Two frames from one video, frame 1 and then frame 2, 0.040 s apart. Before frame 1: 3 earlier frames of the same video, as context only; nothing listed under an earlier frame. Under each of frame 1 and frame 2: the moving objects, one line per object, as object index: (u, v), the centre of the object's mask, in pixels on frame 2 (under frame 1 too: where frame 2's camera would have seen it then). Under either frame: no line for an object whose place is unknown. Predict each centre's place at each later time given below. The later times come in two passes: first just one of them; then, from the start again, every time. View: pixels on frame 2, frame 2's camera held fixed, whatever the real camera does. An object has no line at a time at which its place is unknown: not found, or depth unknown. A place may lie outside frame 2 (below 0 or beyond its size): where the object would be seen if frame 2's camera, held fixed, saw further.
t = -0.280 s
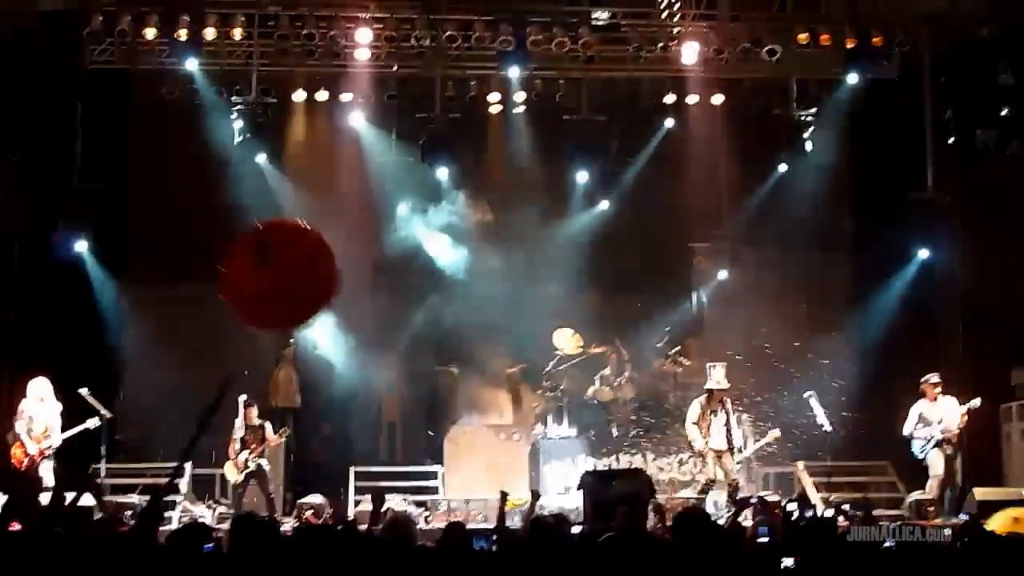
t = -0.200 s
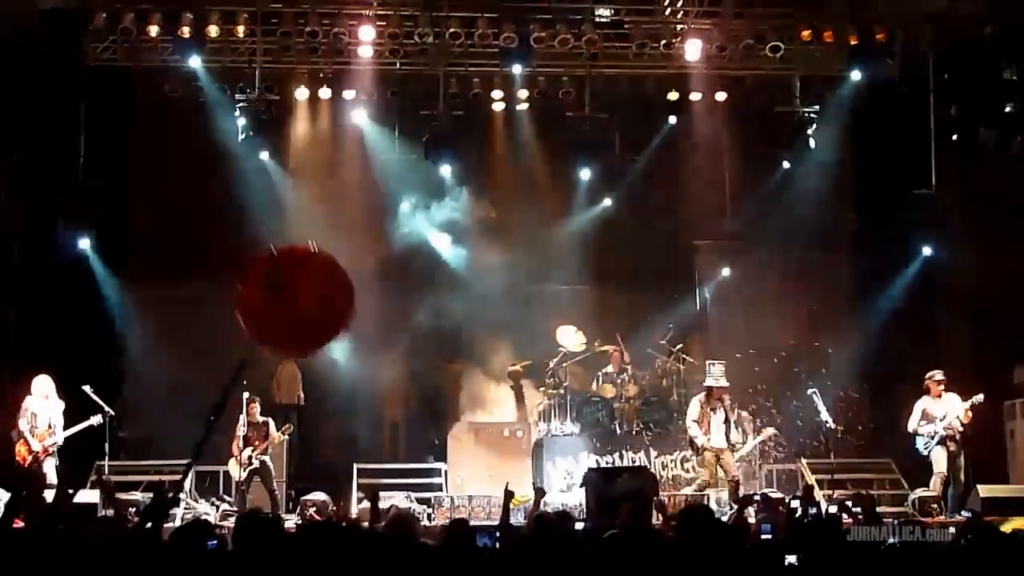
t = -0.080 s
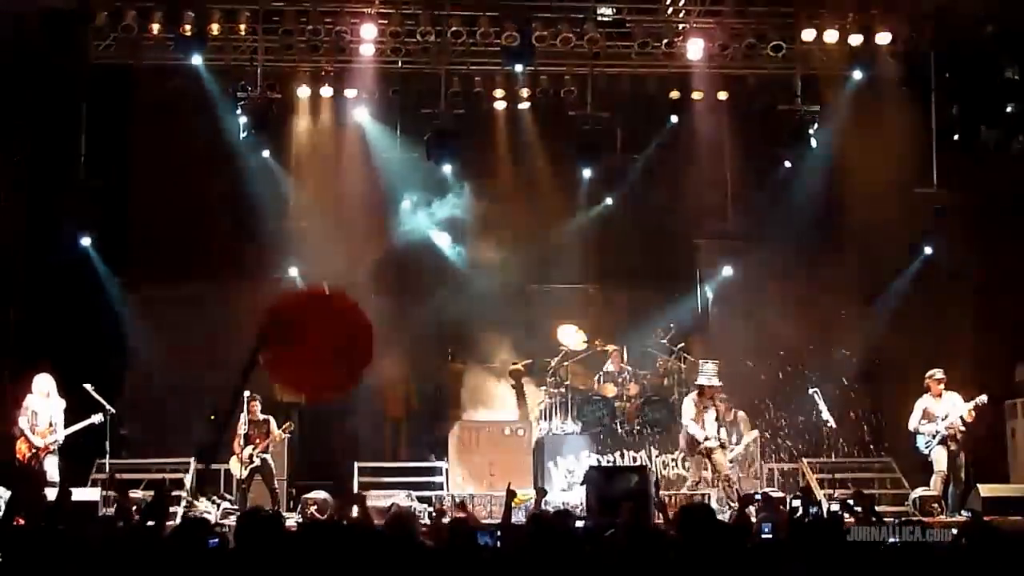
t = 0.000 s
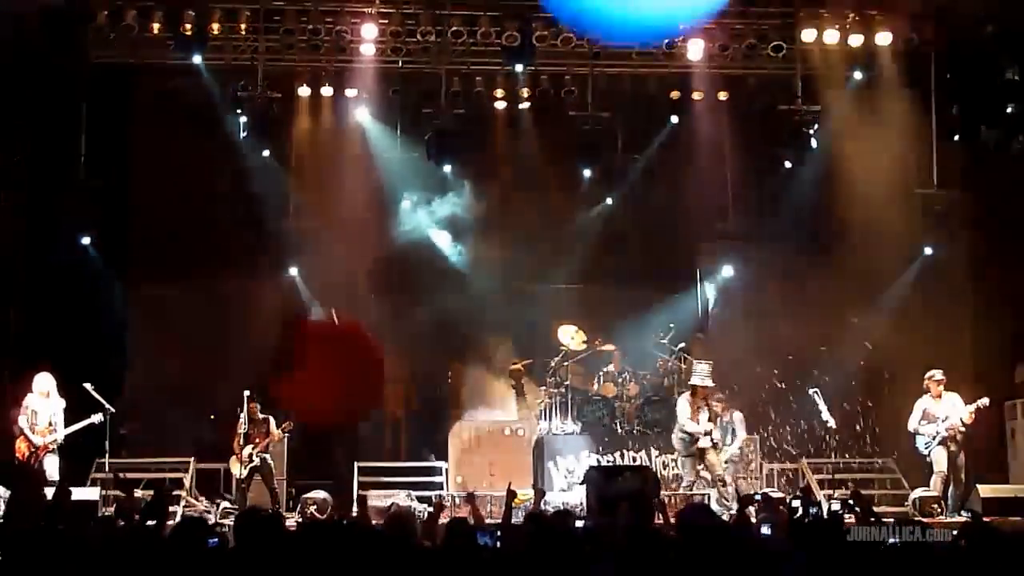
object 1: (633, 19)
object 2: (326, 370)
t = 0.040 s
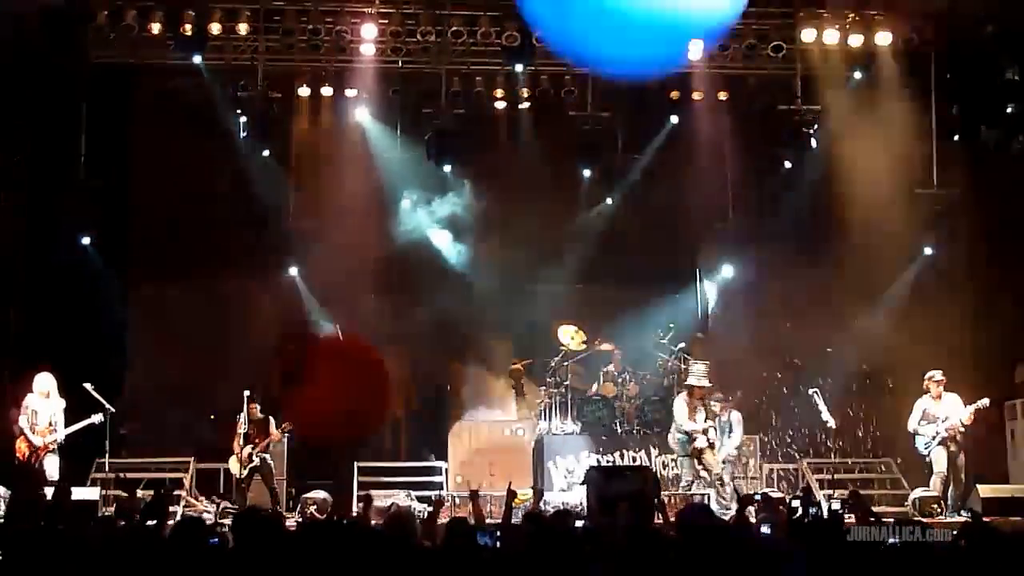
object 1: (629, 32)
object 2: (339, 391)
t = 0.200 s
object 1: (620, 96)
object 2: (353, 449)
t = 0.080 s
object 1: (628, 48)
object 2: (338, 403)
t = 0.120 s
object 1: (625, 63)
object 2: (345, 419)
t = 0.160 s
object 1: (623, 78)
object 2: (350, 436)
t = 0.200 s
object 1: (620, 96)
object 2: (353, 449)
